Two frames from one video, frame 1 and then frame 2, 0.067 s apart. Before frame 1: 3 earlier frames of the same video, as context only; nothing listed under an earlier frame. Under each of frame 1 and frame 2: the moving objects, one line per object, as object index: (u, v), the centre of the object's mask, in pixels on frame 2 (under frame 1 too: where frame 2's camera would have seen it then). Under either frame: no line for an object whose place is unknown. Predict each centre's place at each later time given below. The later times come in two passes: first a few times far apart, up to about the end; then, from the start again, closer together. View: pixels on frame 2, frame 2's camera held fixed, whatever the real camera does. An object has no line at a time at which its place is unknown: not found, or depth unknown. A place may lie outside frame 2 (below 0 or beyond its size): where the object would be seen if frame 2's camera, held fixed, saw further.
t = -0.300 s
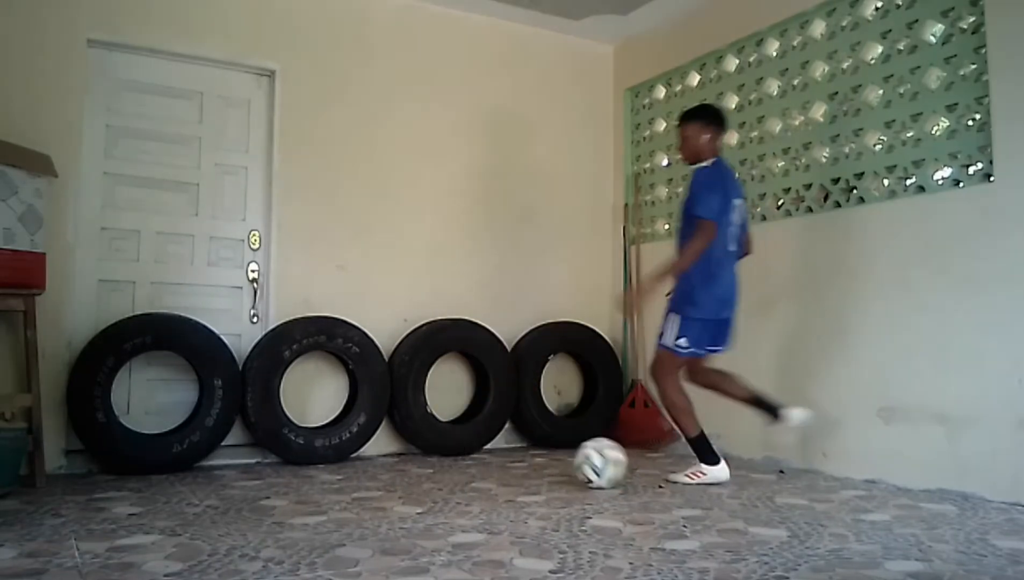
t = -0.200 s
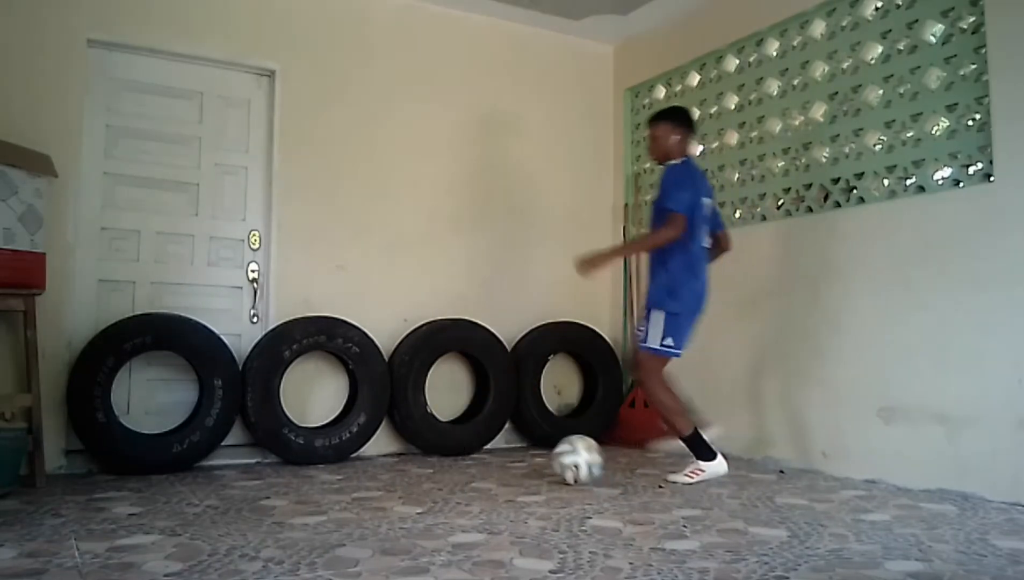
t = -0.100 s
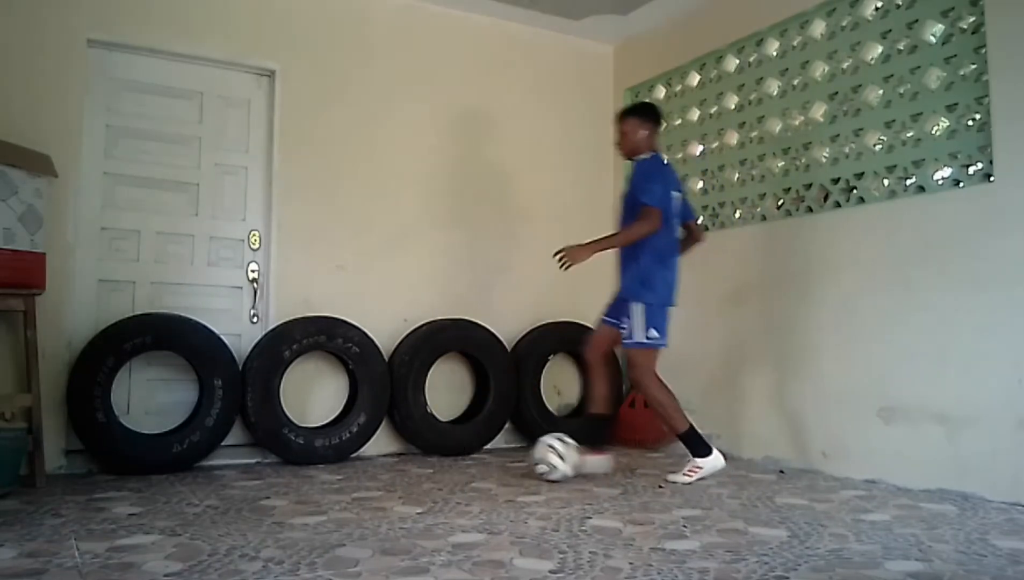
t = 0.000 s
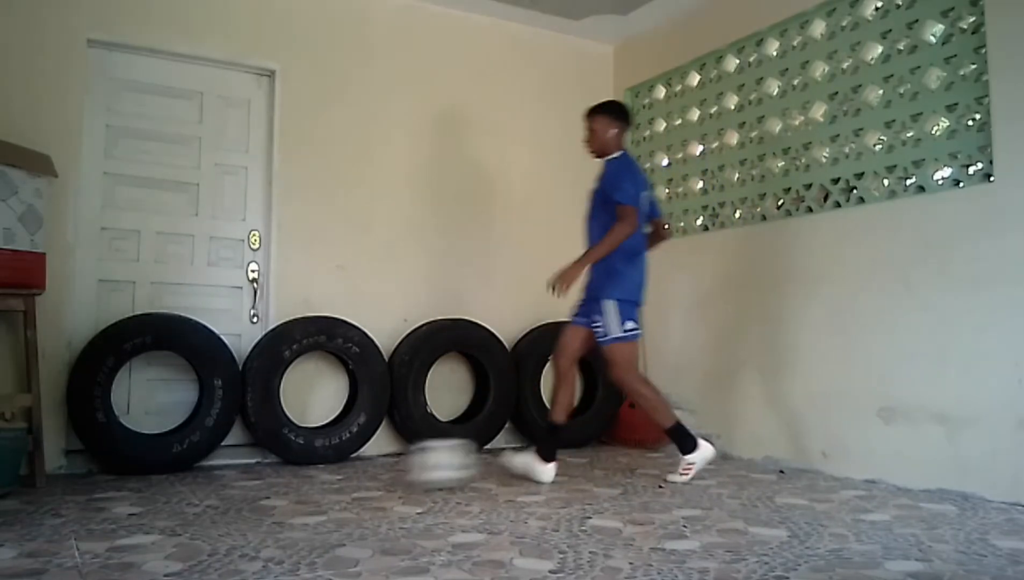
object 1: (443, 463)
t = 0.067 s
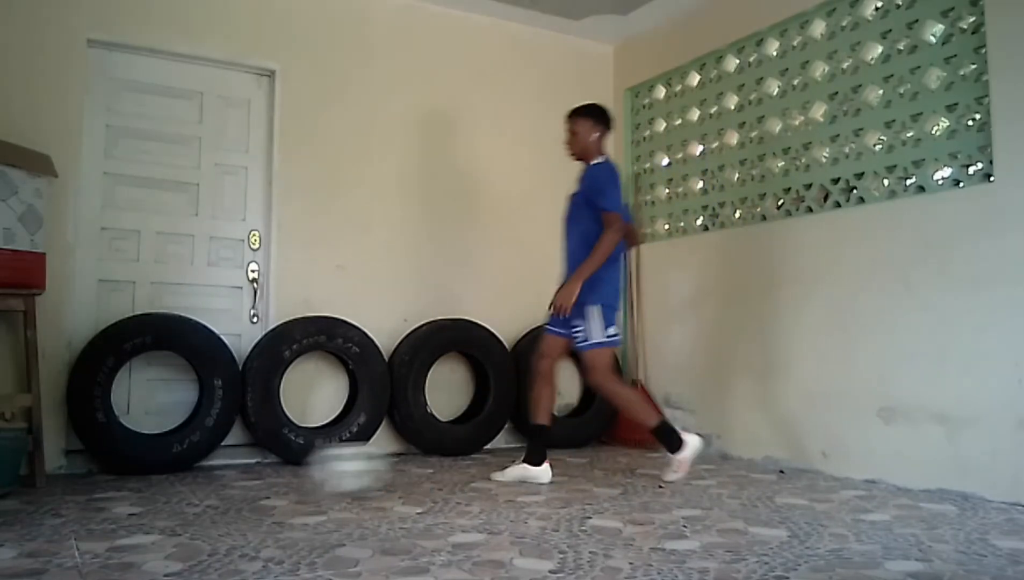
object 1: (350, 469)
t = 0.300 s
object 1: (19, 492)
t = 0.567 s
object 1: (185, 462)
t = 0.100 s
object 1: (300, 472)
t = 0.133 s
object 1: (247, 474)
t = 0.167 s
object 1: (196, 479)
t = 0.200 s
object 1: (147, 483)
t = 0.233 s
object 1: (95, 487)
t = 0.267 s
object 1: (44, 491)
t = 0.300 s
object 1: (19, 492)
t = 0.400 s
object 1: (21, 466)
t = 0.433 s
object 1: (43, 463)
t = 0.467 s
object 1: (81, 458)
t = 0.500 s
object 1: (116, 457)
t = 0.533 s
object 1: (153, 459)
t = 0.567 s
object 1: (185, 462)
